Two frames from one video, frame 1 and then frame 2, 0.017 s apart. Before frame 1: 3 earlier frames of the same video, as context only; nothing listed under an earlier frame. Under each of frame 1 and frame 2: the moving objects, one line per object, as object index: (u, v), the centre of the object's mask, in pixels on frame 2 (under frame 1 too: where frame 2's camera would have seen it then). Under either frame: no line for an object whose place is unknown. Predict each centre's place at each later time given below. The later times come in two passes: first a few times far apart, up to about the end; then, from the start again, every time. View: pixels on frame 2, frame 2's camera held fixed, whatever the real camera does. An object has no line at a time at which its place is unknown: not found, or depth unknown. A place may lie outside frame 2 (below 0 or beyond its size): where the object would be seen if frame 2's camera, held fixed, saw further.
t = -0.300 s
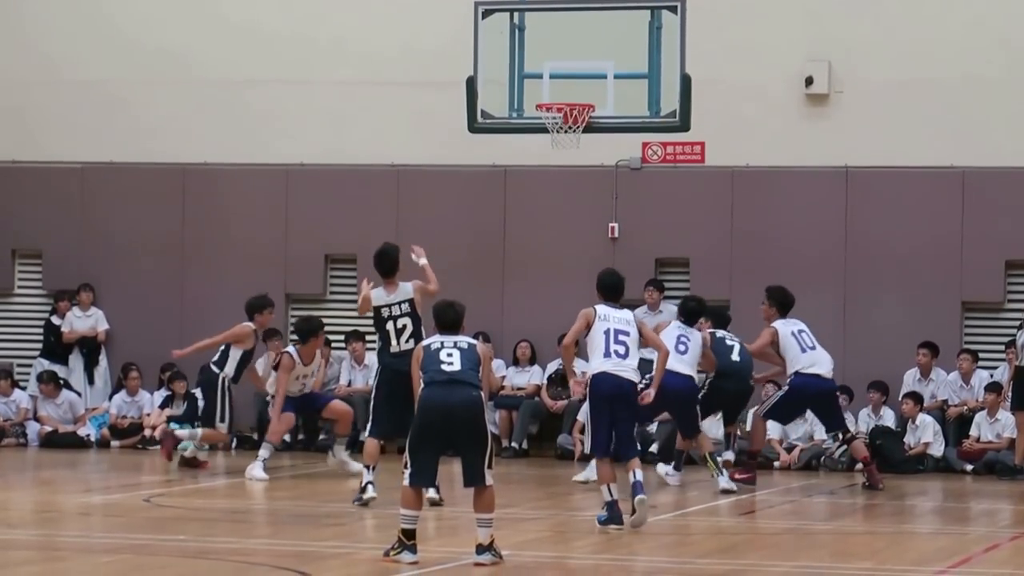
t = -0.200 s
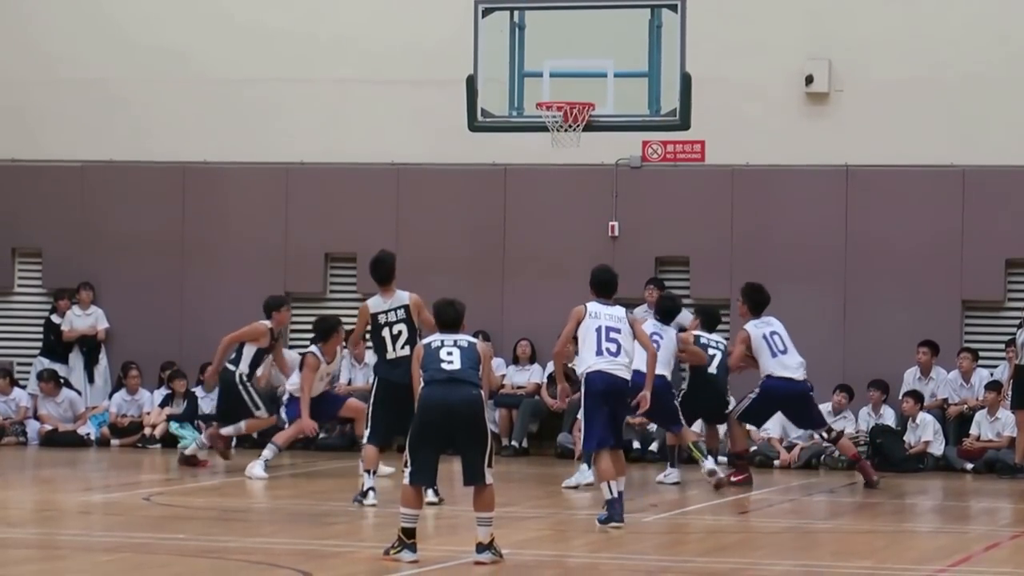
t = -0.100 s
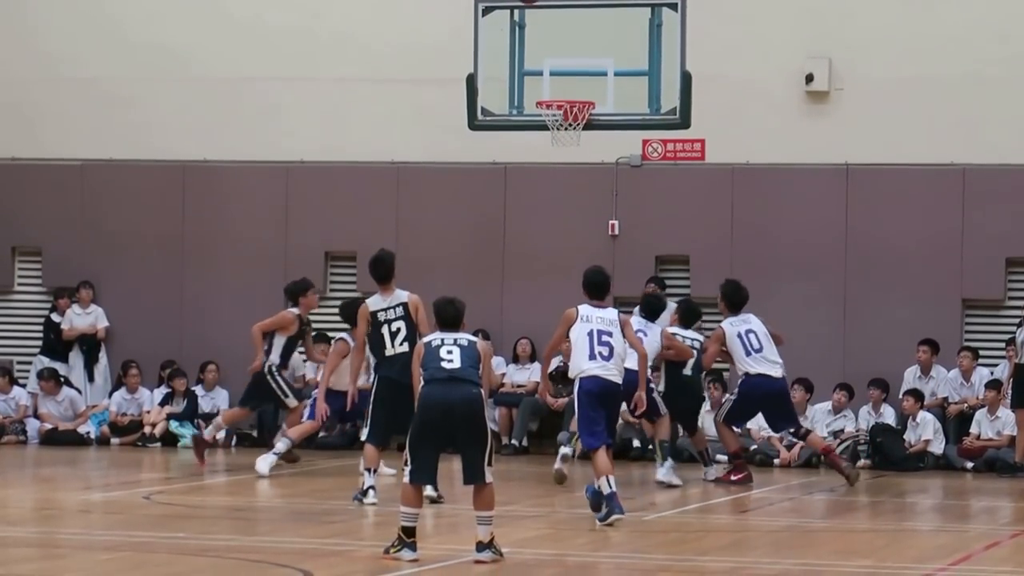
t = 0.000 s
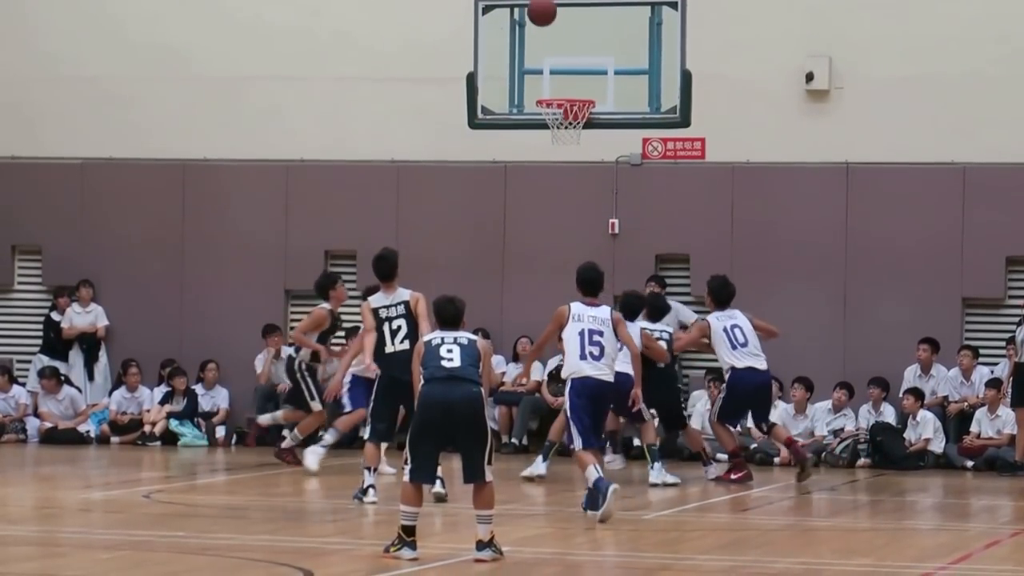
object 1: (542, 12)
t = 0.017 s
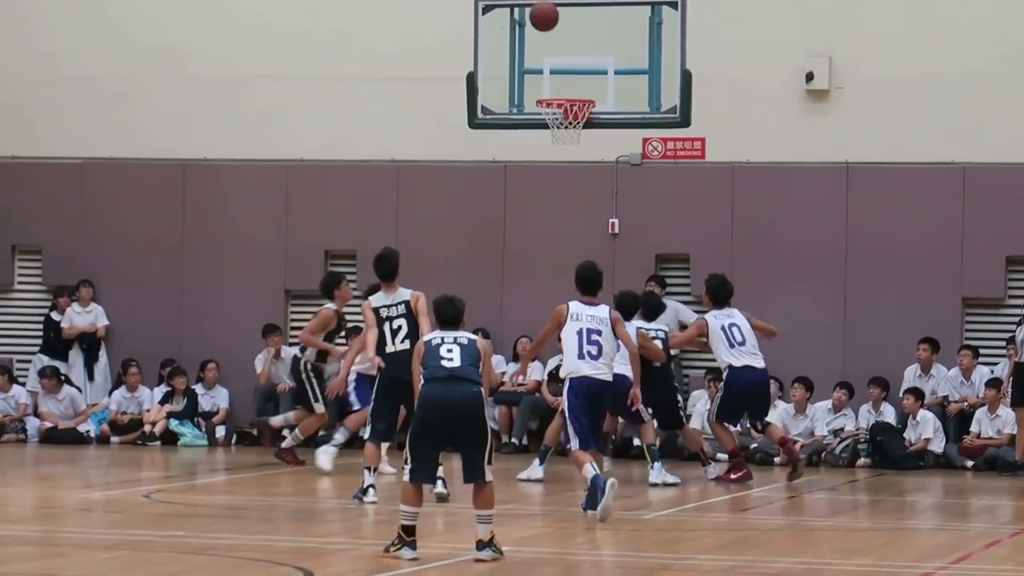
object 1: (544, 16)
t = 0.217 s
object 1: (568, 86)
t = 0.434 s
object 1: (587, 60)
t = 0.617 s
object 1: (604, 82)
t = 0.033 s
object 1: (546, 22)
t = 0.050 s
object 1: (548, 27)
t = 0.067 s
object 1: (550, 33)
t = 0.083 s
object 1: (552, 40)
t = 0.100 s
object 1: (555, 46)
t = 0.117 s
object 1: (557, 53)
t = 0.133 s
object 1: (559, 61)
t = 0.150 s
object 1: (561, 68)
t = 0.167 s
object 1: (563, 76)
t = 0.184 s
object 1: (565, 84)
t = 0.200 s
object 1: (566, 90)
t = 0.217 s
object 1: (568, 86)
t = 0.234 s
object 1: (570, 83)
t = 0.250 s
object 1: (571, 79)
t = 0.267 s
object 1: (572, 76)
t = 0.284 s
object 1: (574, 73)
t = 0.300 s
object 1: (575, 70)
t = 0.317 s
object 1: (577, 68)
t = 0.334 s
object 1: (579, 66)
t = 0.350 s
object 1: (580, 64)
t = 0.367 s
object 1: (582, 62)
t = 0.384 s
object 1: (583, 62)
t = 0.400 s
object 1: (585, 61)
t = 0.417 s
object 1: (586, 60)
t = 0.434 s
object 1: (587, 60)
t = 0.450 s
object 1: (589, 61)
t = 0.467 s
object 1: (590, 61)
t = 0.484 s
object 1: (592, 62)
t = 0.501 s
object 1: (594, 64)
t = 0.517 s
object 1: (595, 65)
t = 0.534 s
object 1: (596, 67)
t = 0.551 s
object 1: (598, 70)
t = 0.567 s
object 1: (599, 72)
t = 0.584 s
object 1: (601, 75)
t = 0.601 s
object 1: (602, 79)
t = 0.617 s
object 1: (604, 82)
